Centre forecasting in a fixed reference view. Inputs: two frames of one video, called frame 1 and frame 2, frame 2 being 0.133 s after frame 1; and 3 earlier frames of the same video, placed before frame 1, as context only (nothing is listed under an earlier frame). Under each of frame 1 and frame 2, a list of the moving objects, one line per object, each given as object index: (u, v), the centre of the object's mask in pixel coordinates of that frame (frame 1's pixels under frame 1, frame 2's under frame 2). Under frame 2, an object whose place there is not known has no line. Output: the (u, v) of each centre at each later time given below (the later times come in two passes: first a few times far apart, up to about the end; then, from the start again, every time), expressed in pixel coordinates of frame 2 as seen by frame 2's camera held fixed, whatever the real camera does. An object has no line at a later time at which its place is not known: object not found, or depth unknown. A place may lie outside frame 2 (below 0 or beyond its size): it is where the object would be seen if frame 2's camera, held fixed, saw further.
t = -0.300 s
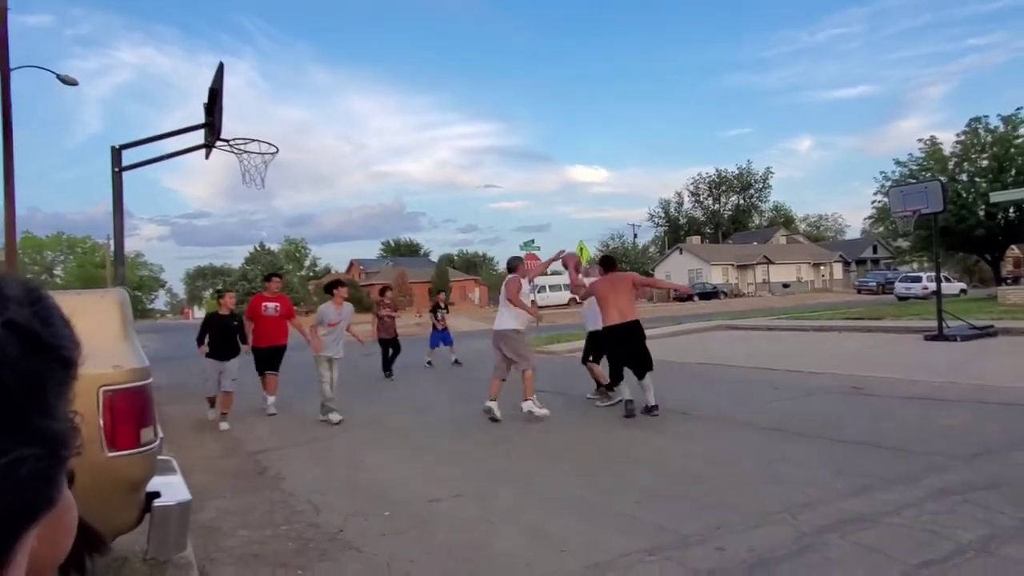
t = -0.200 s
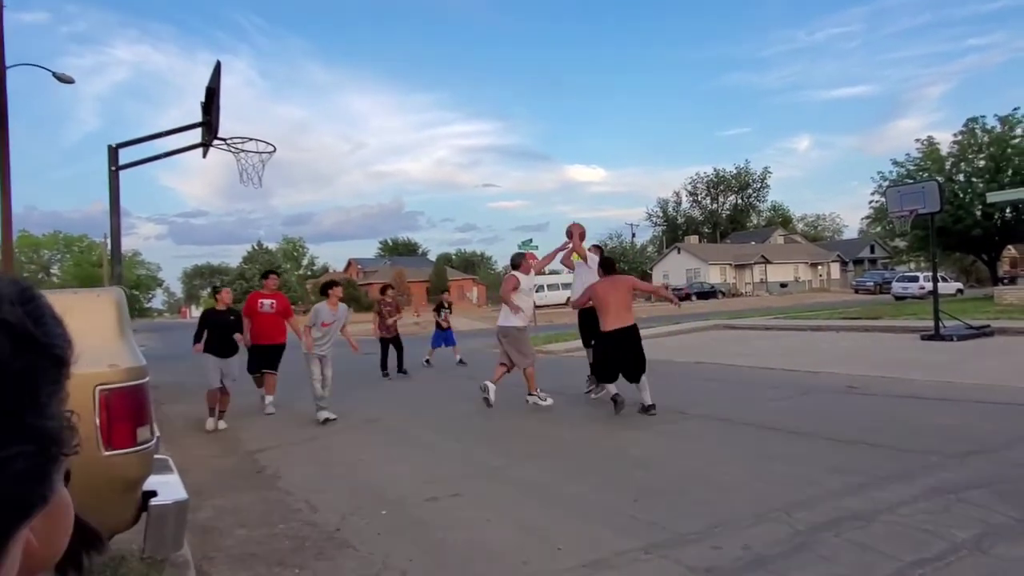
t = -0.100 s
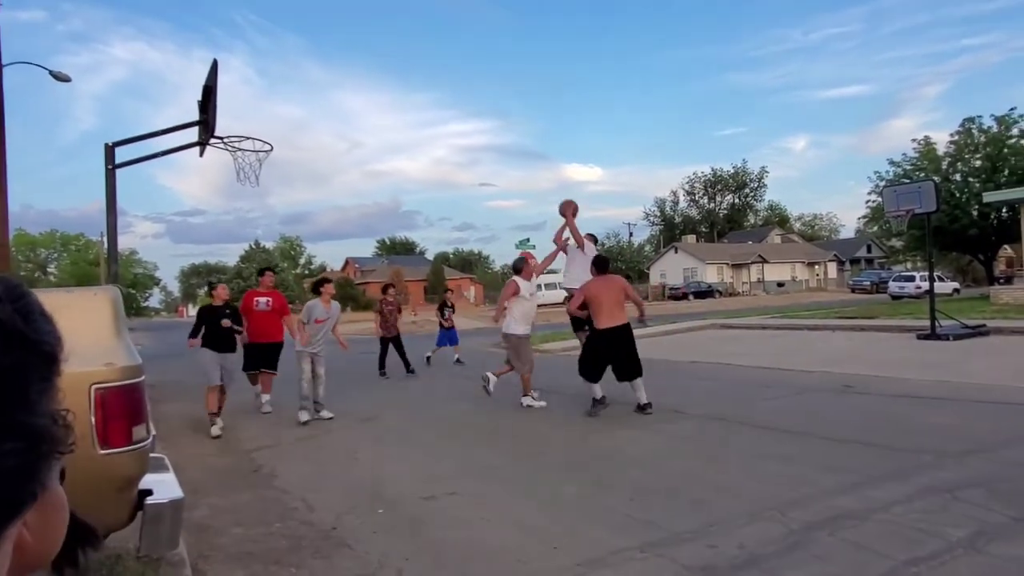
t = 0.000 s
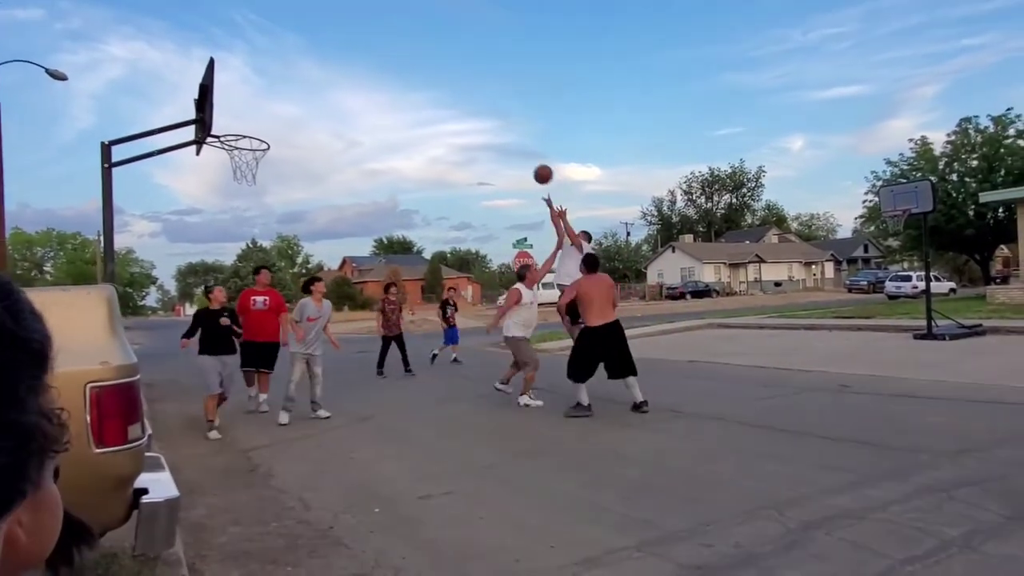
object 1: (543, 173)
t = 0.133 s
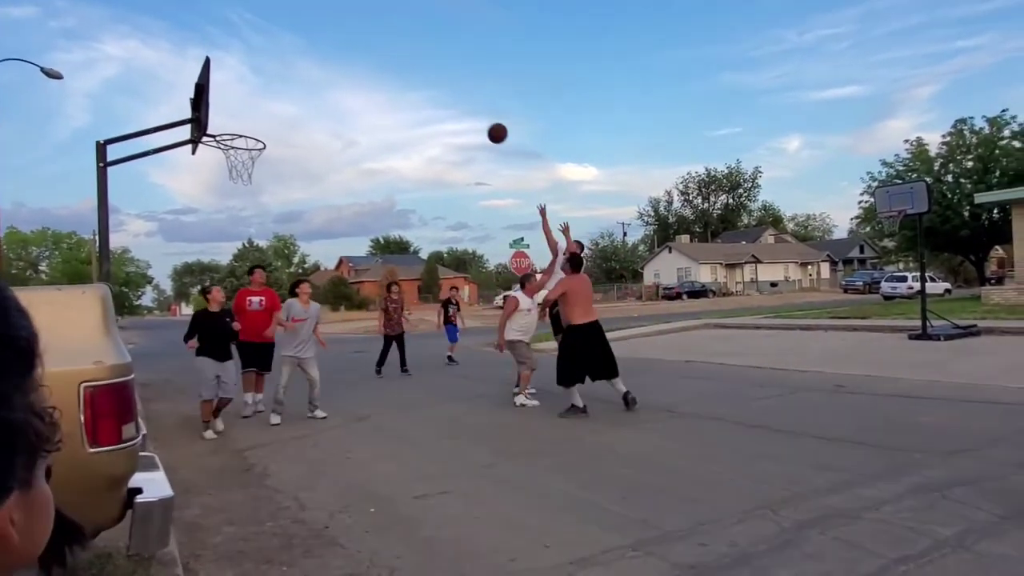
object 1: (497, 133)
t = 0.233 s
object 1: (465, 110)
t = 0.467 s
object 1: (388, 88)
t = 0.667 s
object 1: (318, 107)
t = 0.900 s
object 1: (292, 146)
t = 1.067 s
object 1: (327, 171)
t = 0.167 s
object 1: (486, 124)
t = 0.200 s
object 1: (476, 117)
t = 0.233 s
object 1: (465, 110)
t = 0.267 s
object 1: (454, 104)
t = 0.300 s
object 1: (443, 99)
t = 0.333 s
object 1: (432, 95)
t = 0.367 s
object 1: (421, 92)
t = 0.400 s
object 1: (410, 90)
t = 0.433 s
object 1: (399, 89)
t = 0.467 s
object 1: (388, 88)
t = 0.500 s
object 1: (376, 89)
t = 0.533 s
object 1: (365, 91)
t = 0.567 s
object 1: (353, 93)
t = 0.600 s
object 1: (341, 97)
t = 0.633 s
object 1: (330, 102)
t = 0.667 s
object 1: (318, 107)
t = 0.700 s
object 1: (306, 114)
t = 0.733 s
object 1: (294, 122)
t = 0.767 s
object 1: (282, 131)
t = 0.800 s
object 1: (270, 141)
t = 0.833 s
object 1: (276, 143)
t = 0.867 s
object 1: (284, 144)
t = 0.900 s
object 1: (292, 146)
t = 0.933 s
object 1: (299, 150)
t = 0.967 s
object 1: (306, 154)
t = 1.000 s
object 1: (313, 159)
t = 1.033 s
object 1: (320, 164)
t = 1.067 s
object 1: (327, 171)
